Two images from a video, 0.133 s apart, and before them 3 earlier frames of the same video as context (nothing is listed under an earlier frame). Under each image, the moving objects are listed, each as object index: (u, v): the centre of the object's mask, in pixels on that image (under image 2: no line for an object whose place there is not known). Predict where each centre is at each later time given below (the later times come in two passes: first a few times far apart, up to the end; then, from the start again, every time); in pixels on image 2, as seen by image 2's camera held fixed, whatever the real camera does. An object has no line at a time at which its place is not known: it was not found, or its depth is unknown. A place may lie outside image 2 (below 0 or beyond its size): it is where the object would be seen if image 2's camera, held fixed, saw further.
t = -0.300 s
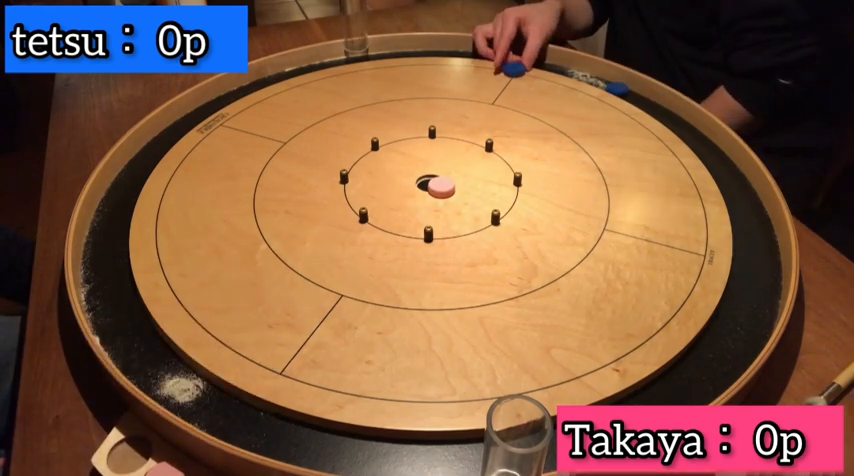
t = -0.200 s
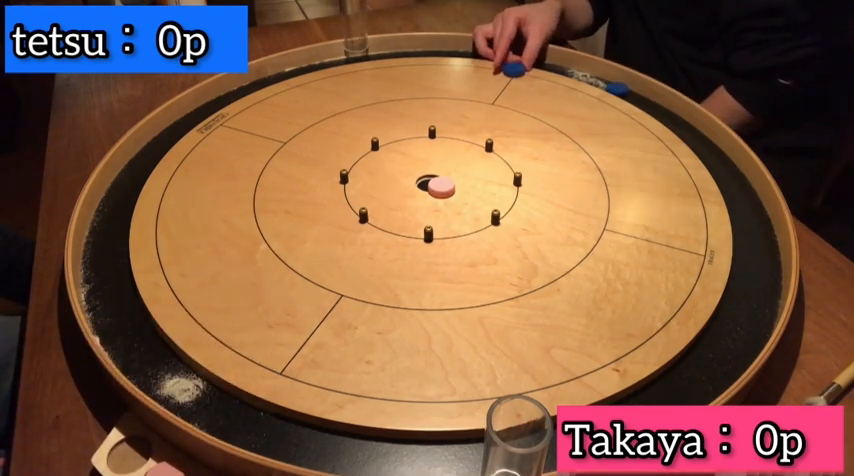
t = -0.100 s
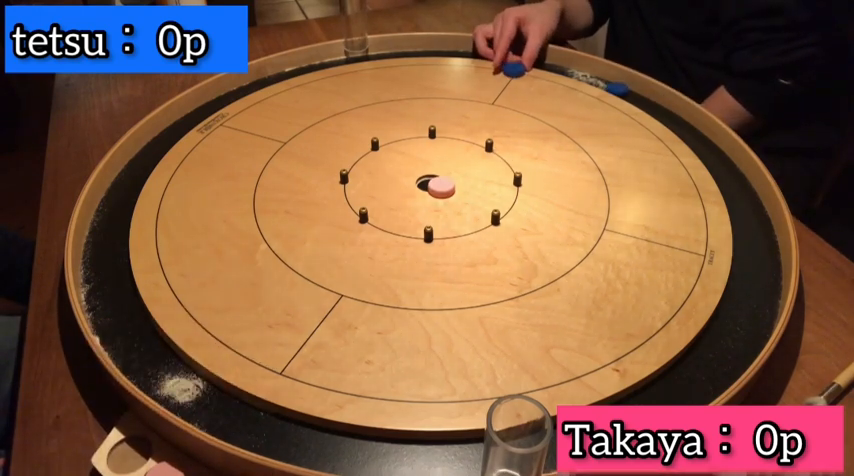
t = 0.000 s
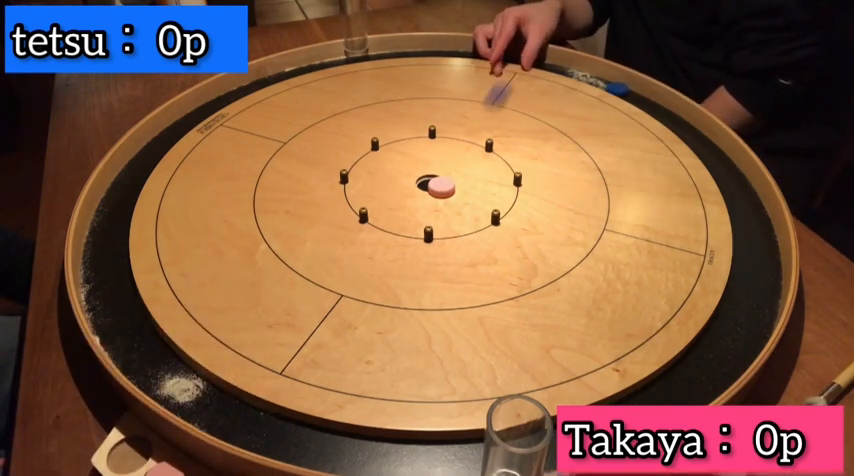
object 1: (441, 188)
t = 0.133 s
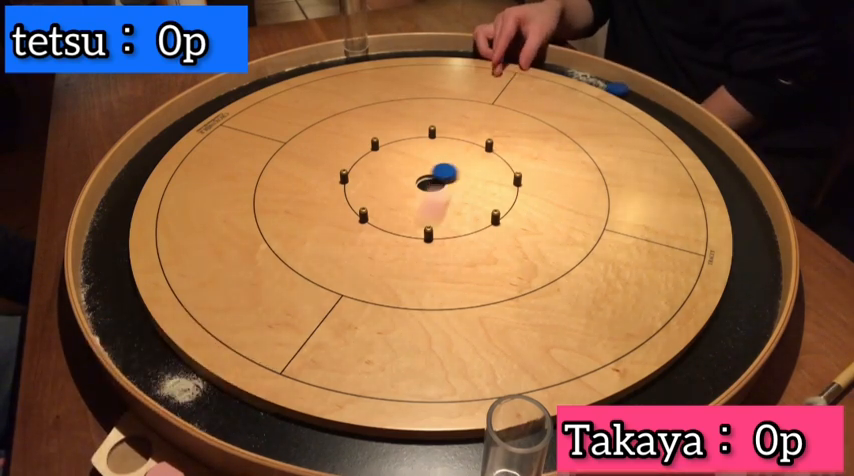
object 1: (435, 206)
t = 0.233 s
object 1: (399, 178)
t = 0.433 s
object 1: (401, 198)
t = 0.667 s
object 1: (412, 193)
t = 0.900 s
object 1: (400, 187)
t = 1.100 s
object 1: (400, 187)
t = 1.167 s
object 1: (400, 187)
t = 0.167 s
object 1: (420, 215)
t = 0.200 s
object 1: (411, 196)
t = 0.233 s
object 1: (399, 178)
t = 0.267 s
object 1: (385, 164)
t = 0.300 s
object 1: (377, 158)
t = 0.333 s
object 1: (383, 168)
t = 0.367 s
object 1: (390, 178)
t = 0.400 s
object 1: (395, 189)
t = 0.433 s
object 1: (401, 198)
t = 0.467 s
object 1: (407, 208)
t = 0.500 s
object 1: (413, 217)
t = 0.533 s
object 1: (416, 220)
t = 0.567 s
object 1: (416, 213)
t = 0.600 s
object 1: (414, 206)
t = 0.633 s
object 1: (413, 199)
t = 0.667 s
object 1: (412, 193)
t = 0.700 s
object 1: (410, 190)
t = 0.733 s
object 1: (405, 188)
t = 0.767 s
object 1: (402, 188)
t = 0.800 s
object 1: (401, 187)
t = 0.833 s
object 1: (400, 187)
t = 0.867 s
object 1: (400, 187)
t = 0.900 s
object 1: (400, 187)
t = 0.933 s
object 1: (400, 187)
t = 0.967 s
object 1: (400, 187)
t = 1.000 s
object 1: (400, 187)
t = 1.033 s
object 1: (400, 187)
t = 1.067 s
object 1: (400, 187)
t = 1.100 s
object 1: (400, 187)
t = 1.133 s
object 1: (400, 187)
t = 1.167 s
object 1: (400, 187)
